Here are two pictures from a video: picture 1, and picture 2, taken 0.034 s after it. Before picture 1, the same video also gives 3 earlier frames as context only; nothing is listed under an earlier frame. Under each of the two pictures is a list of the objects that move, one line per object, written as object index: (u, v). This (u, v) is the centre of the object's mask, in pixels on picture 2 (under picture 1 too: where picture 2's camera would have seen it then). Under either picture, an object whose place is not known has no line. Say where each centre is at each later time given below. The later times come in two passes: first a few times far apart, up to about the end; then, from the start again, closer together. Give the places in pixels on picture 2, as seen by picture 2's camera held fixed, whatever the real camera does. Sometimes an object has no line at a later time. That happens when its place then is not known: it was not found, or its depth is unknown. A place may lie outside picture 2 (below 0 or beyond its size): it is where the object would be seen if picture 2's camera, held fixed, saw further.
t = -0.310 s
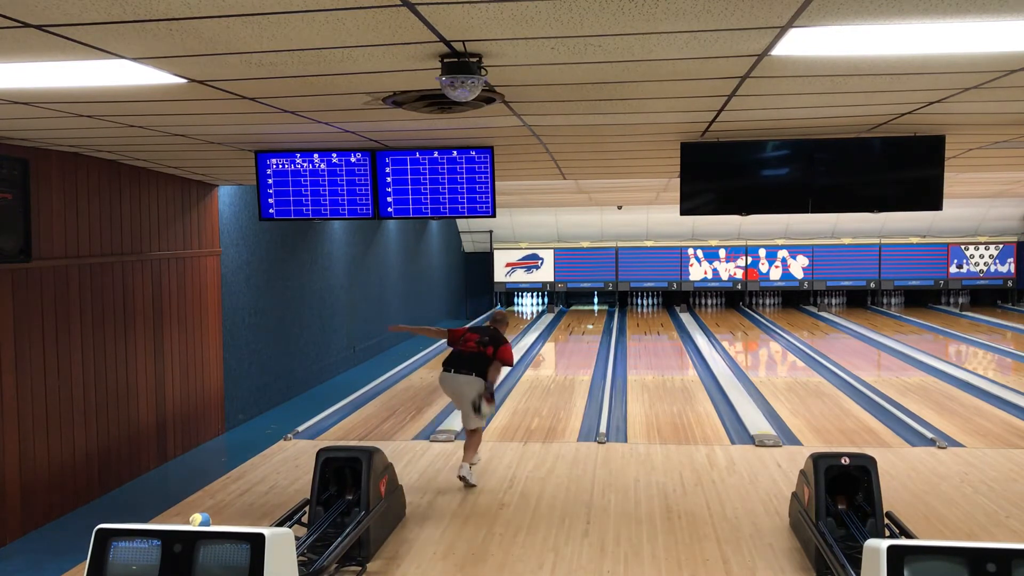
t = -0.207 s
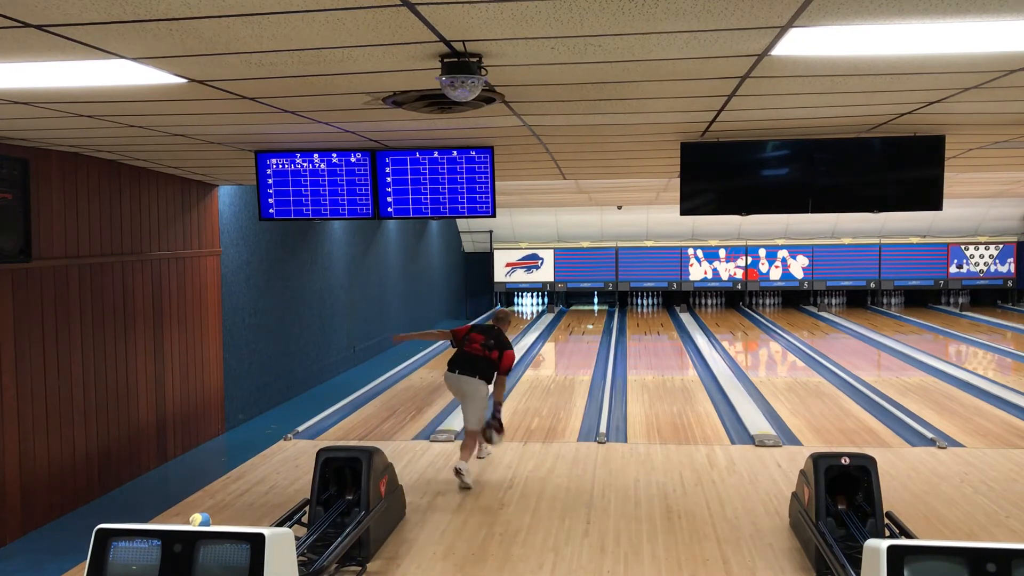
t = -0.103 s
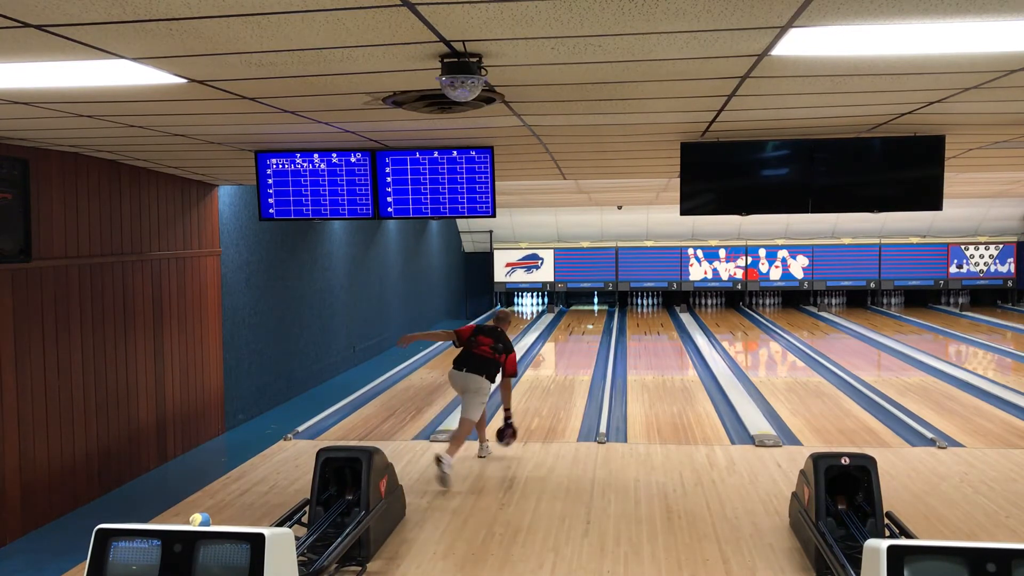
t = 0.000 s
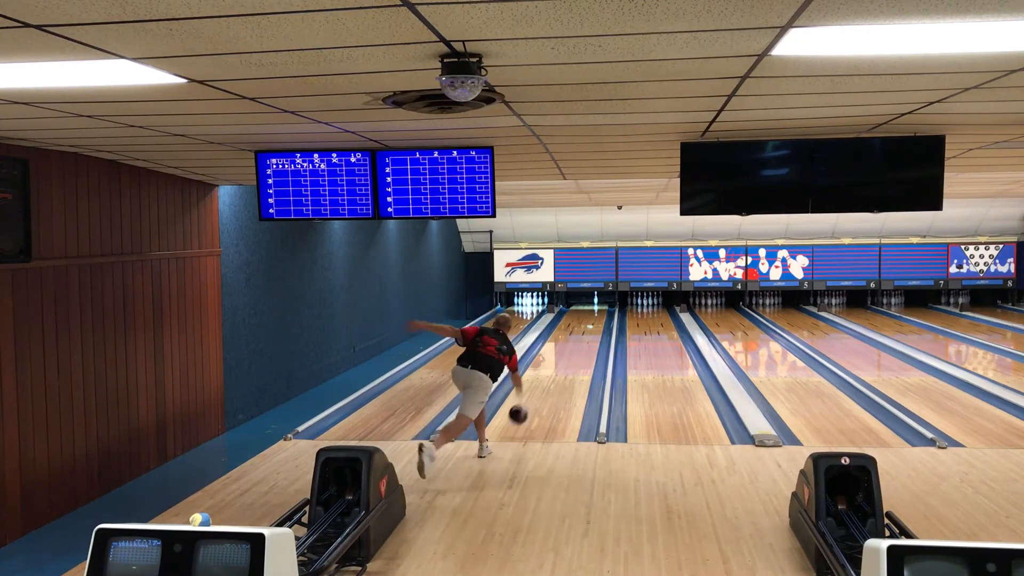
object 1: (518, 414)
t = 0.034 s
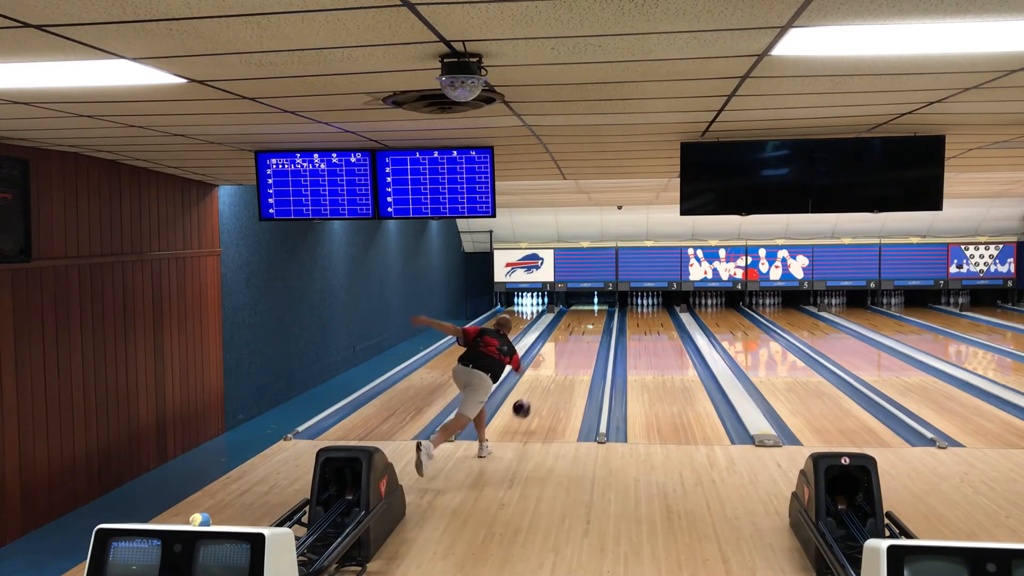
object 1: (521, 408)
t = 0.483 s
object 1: (557, 372)
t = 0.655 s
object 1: (565, 359)
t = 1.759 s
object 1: (595, 313)
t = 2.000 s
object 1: (597, 307)
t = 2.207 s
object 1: (600, 303)
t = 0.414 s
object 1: (553, 377)
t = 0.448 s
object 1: (555, 374)
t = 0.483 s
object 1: (557, 372)
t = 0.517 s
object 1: (559, 369)
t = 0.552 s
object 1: (560, 366)
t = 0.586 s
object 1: (562, 364)
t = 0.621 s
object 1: (564, 361)
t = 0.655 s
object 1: (565, 359)
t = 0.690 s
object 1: (566, 357)
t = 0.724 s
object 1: (568, 355)
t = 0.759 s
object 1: (569, 353)
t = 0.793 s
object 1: (570, 351)
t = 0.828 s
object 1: (572, 349)
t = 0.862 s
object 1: (573, 347)
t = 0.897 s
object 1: (574, 345)
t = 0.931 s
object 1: (575, 343)
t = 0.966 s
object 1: (576, 342)
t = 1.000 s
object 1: (577, 340)
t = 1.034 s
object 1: (578, 338)
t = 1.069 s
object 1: (579, 337)
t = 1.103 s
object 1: (580, 336)
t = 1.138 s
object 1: (581, 334)
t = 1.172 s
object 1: (582, 333)
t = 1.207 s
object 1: (583, 331)
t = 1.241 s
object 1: (584, 330)
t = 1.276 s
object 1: (585, 329)
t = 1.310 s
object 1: (585, 328)
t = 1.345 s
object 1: (587, 326)
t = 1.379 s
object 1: (587, 325)
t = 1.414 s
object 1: (589, 323)
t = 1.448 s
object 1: (589, 321)
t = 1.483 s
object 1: (590, 321)
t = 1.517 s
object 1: (591, 320)
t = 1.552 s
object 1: (591, 319)
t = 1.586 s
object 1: (592, 318)
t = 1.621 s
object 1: (593, 316)
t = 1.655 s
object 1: (593, 315)
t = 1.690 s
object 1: (594, 315)
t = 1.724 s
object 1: (594, 314)
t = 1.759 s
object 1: (595, 313)
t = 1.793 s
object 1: (595, 312)
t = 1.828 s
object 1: (596, 311)
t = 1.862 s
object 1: (596, 310)
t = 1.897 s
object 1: (596, 309)
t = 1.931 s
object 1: (597, 308)
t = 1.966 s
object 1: (597, 308)
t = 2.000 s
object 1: (597, 307)
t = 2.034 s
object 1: (597, 306)
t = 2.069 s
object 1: (597, 307)
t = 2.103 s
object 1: (598, 305)
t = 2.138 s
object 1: (598, 305)
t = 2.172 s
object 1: (599, 303)
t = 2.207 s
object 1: (600, 303)
